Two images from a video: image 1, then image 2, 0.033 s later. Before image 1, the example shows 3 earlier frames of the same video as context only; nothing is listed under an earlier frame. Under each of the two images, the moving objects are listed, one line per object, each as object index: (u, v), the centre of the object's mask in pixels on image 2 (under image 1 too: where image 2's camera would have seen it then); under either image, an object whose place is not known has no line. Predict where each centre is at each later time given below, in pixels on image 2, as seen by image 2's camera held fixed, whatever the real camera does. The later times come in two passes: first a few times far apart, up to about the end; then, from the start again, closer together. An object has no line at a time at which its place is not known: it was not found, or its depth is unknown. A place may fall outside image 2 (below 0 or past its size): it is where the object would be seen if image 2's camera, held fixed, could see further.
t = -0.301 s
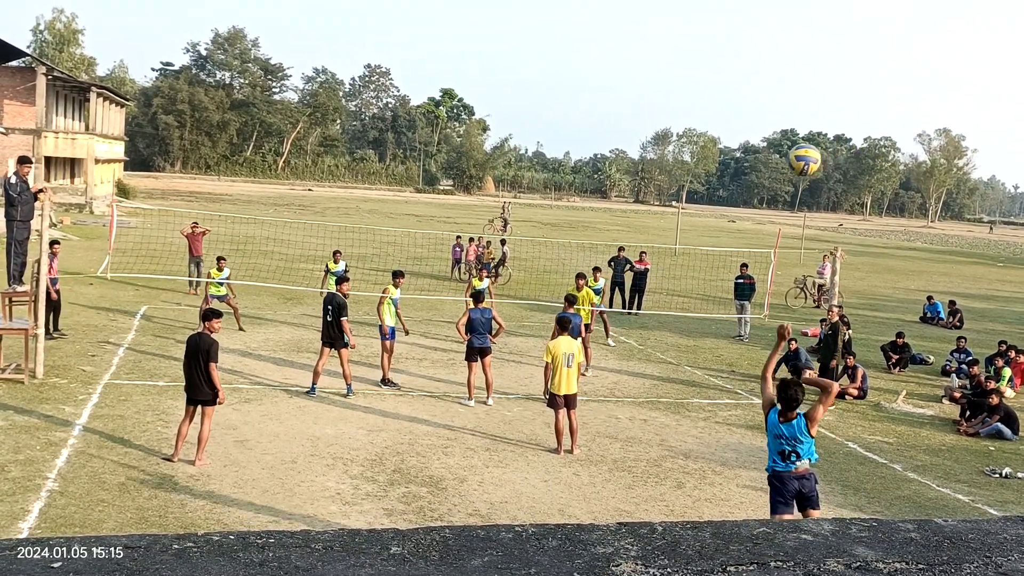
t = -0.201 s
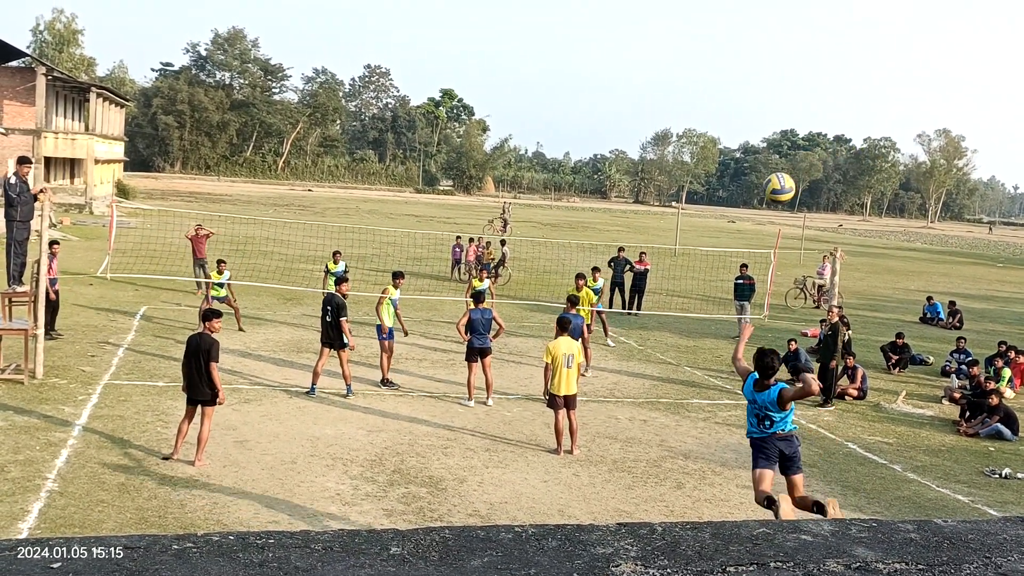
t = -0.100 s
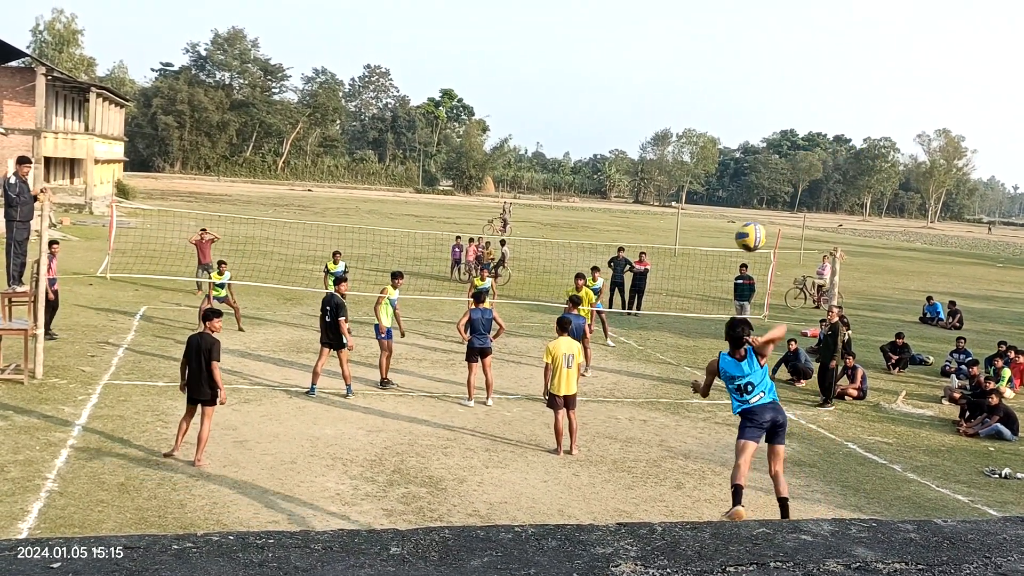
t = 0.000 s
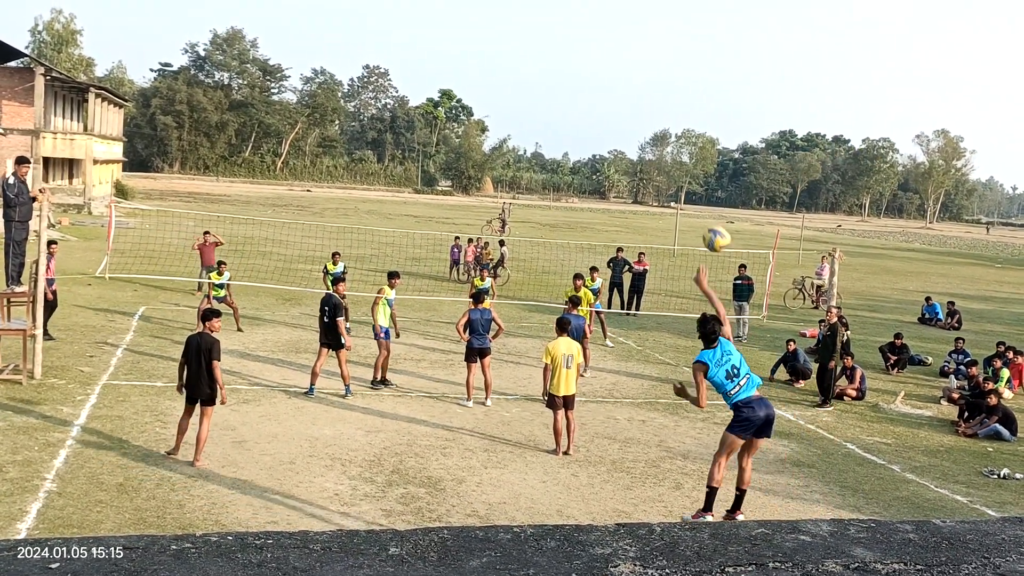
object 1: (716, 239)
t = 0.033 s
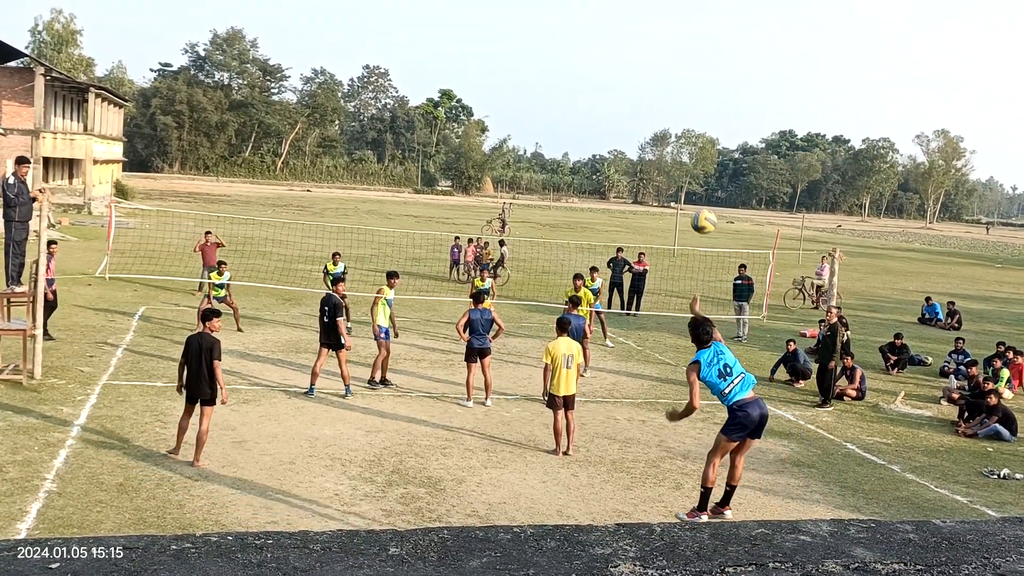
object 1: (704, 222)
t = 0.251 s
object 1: (646, 180)
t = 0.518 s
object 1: (611, 207)
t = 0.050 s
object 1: (697, 214)
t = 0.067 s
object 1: (691, 209)
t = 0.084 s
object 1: (686, 202)
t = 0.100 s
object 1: (682, 197)
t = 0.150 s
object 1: (668, 187)
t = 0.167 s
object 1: (665, 185)
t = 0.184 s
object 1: (661, 183)
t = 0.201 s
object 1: (657, 182)
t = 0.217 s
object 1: (653, 181)
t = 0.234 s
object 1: (650, 180)
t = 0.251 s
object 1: (646, 180)
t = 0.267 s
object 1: (642, 180)
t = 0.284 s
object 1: (640, 179)
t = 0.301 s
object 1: (638, 180)
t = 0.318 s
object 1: (636, 181)
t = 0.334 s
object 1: (633, 182)
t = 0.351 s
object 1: (631, 183)
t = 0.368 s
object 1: (629, 185)
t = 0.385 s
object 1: (627, 187)
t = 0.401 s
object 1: (625, 189)
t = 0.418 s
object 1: (622, 191)
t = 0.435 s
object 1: (620, 194)
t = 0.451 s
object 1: (618, 197)
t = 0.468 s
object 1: (616, 199)
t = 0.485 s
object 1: (614, 201)
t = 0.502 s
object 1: (612, 204)
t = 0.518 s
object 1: (611, 207)
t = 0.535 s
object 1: (609, 211)
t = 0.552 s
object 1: (607, 214)
